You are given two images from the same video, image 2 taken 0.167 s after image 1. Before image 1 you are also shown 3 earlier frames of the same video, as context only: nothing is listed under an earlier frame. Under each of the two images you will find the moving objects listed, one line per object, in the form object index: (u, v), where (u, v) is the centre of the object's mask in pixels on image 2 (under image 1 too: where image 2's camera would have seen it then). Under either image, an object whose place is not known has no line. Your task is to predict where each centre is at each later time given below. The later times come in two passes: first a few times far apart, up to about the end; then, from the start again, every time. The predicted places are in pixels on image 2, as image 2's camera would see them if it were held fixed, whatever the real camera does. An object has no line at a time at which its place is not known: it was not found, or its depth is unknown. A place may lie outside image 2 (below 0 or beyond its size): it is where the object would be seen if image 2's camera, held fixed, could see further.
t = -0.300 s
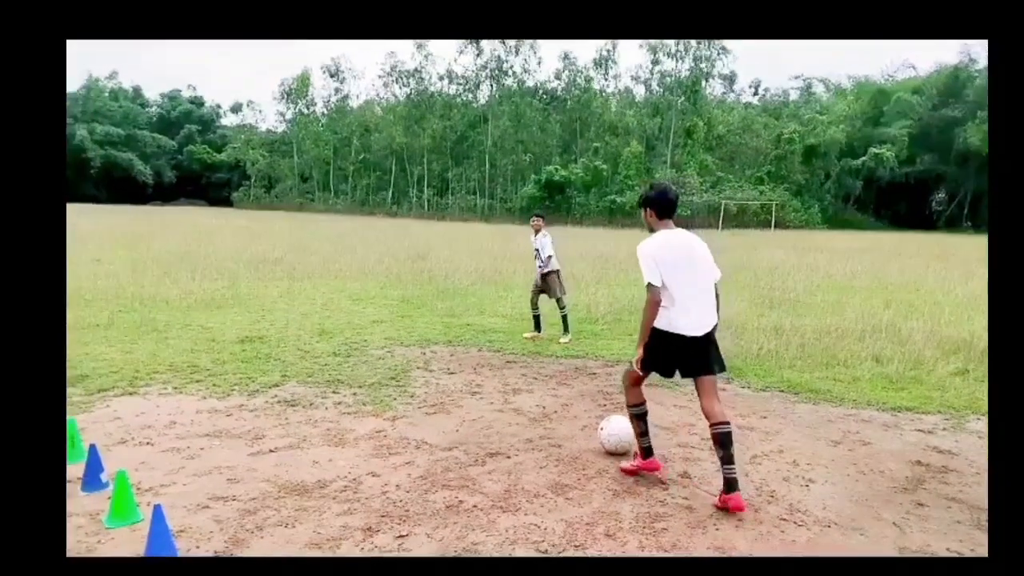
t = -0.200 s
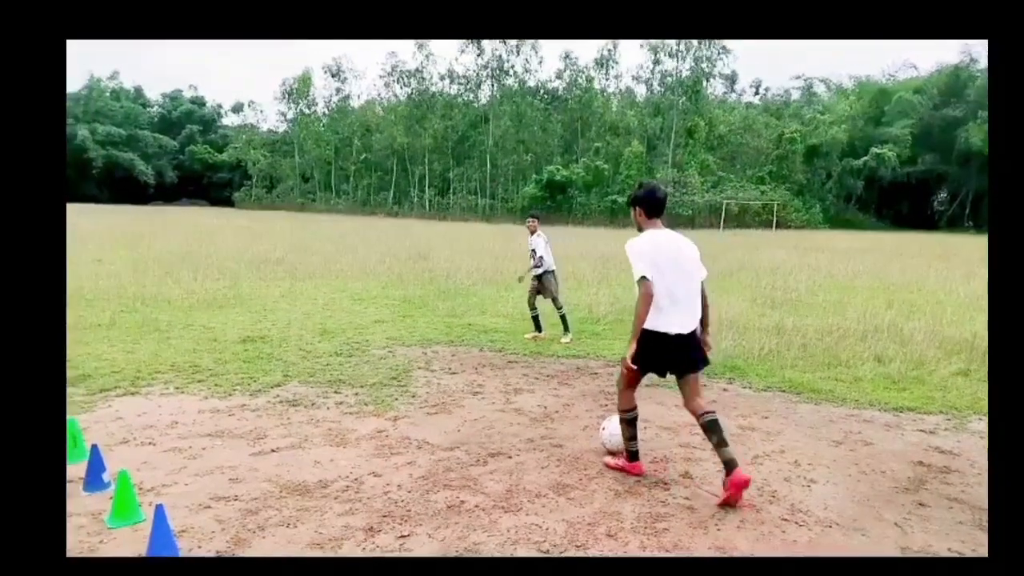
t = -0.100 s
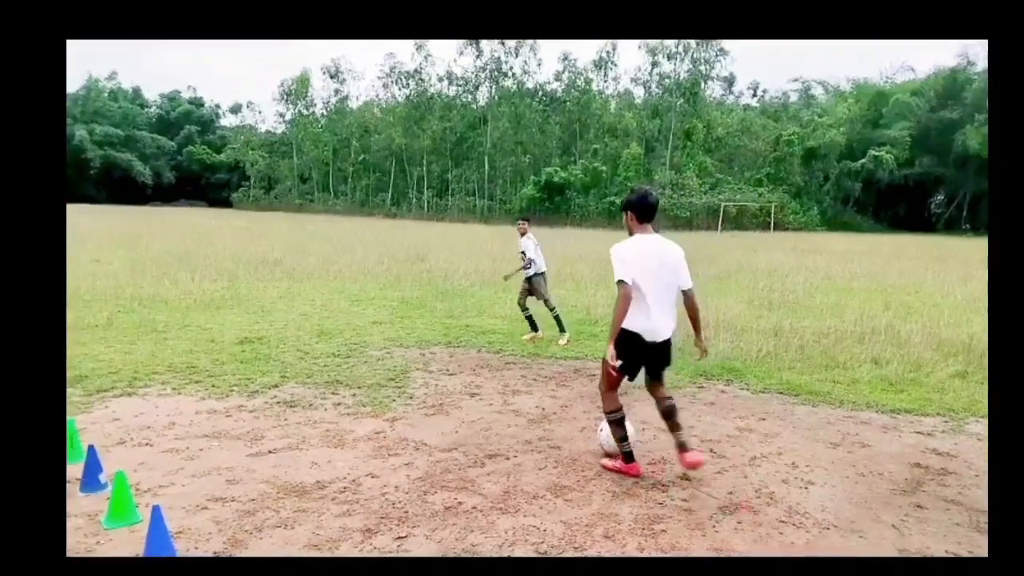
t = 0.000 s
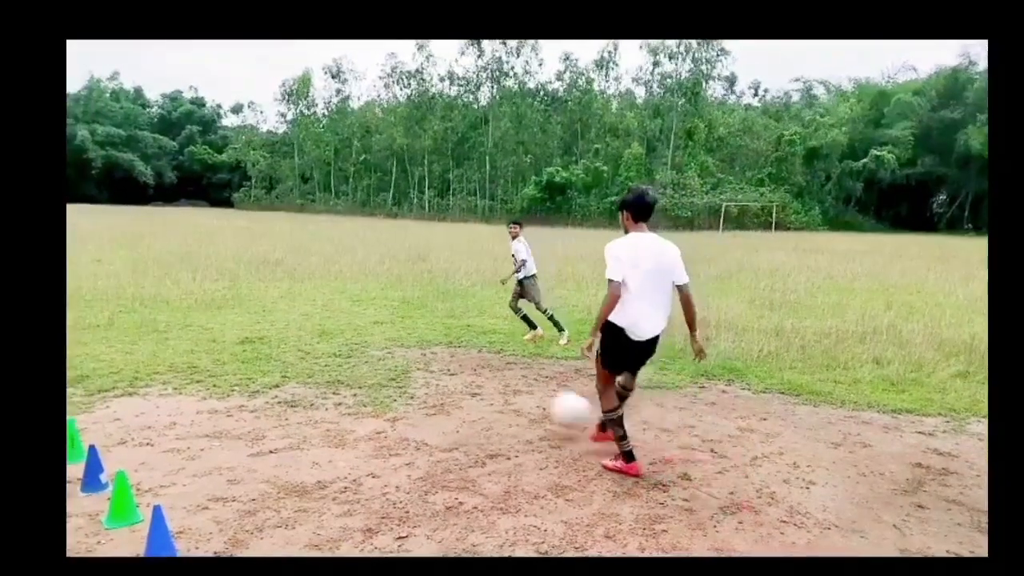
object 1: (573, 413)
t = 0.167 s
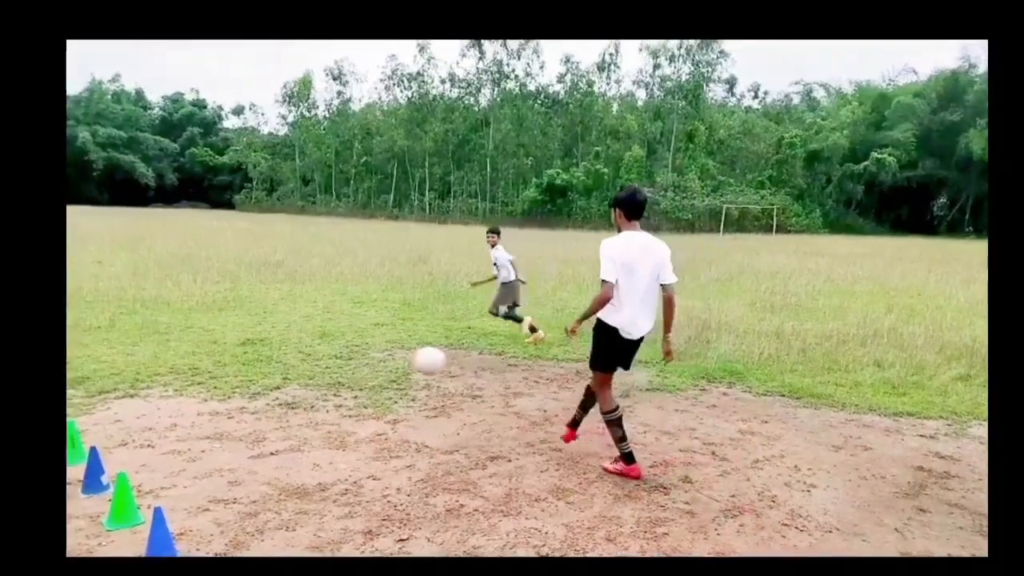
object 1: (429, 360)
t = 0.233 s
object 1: (387, 354)
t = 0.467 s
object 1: (291, 326)
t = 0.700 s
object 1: (239, 308)
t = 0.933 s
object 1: (207, 295)
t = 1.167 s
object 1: (183, 286)
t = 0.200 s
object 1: (408, 357)
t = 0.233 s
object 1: (387, 354)
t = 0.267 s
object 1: (369, 353)
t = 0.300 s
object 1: (354, 346)
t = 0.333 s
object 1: (340, 337)
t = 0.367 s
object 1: (326, 332)
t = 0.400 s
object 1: (314, 329)
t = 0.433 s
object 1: (302, 327)
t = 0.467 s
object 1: (291, 326)
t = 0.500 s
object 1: (282, 321)
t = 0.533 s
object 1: (274, 316)
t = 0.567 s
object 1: (266, 313)
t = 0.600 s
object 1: (259, 311)
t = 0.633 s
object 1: (251, 310)
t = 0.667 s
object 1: (245, 310)
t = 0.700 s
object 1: (239, 308)
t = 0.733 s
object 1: (234, 305)
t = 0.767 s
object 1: (229, 303)
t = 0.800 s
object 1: (224, 301)
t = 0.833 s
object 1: (219, 299)
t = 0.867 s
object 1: (215, 298)
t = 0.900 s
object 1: (211, 296)
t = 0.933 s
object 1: (207, 295)
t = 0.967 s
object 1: (204, 294)
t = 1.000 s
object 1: (200, 291)
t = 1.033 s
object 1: (196, 289)
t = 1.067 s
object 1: (193, 289)
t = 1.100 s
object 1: (189, 289)
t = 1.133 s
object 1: (187, 289)
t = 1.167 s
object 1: (183, 286)
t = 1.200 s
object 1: (180, 285)
